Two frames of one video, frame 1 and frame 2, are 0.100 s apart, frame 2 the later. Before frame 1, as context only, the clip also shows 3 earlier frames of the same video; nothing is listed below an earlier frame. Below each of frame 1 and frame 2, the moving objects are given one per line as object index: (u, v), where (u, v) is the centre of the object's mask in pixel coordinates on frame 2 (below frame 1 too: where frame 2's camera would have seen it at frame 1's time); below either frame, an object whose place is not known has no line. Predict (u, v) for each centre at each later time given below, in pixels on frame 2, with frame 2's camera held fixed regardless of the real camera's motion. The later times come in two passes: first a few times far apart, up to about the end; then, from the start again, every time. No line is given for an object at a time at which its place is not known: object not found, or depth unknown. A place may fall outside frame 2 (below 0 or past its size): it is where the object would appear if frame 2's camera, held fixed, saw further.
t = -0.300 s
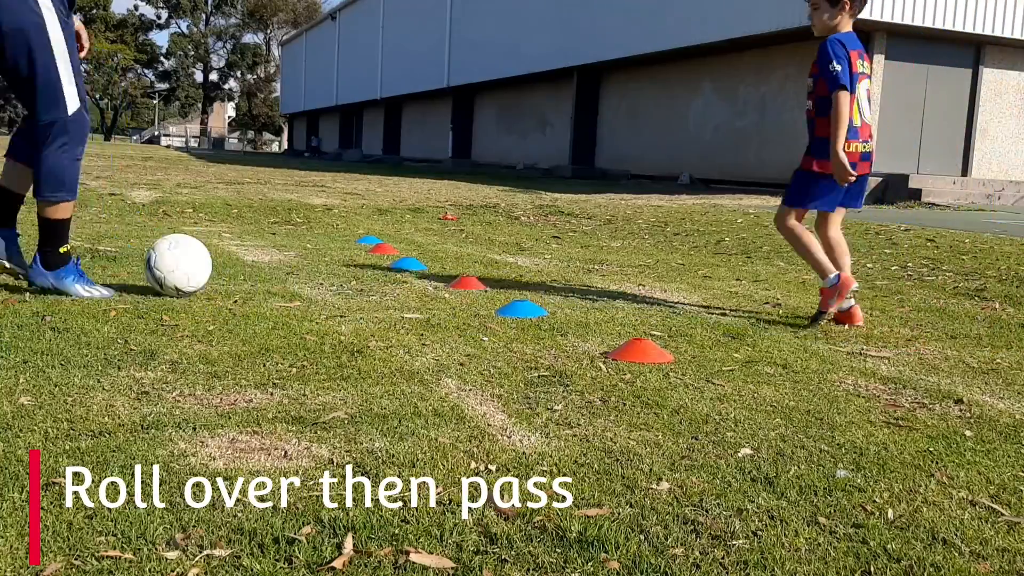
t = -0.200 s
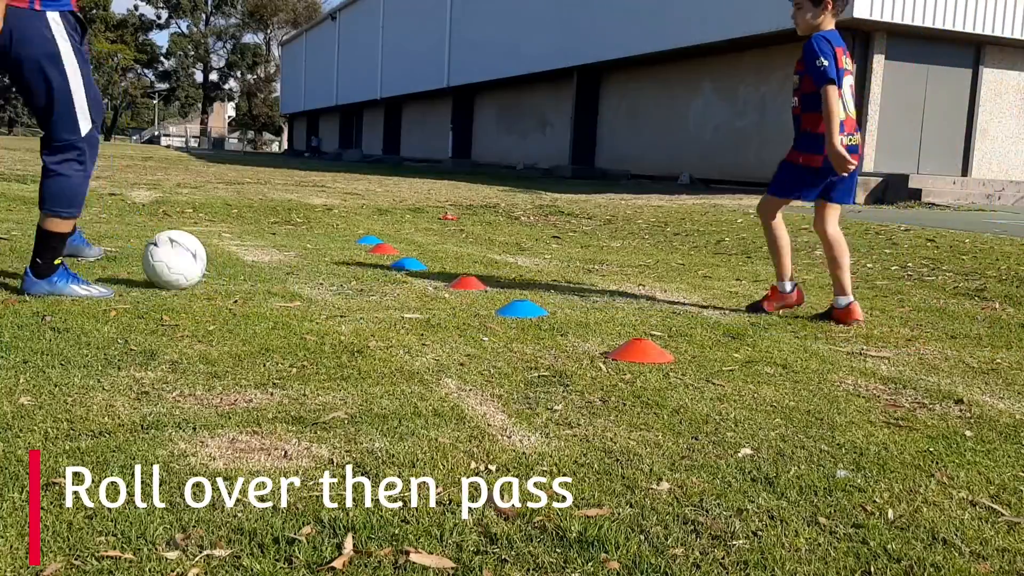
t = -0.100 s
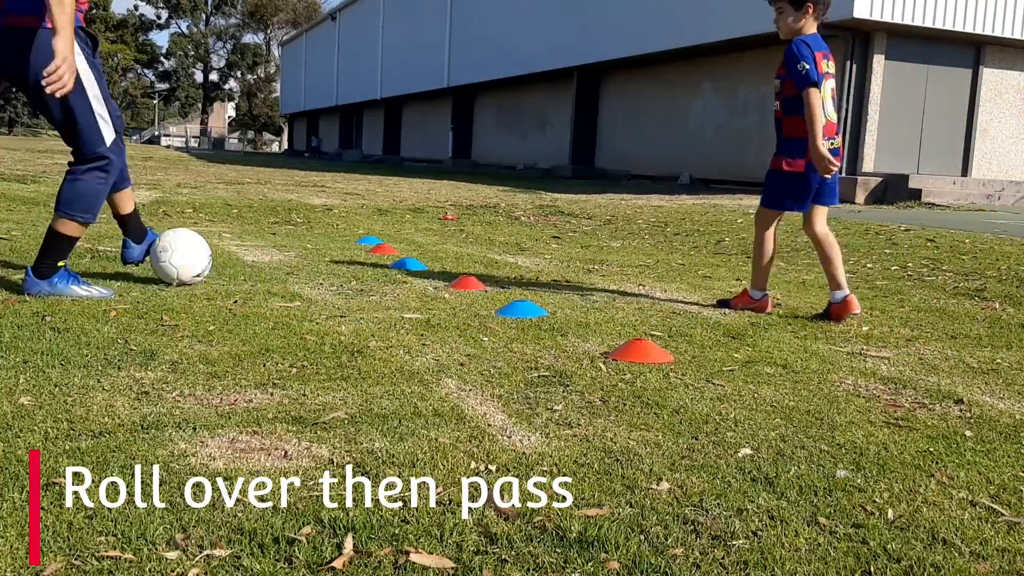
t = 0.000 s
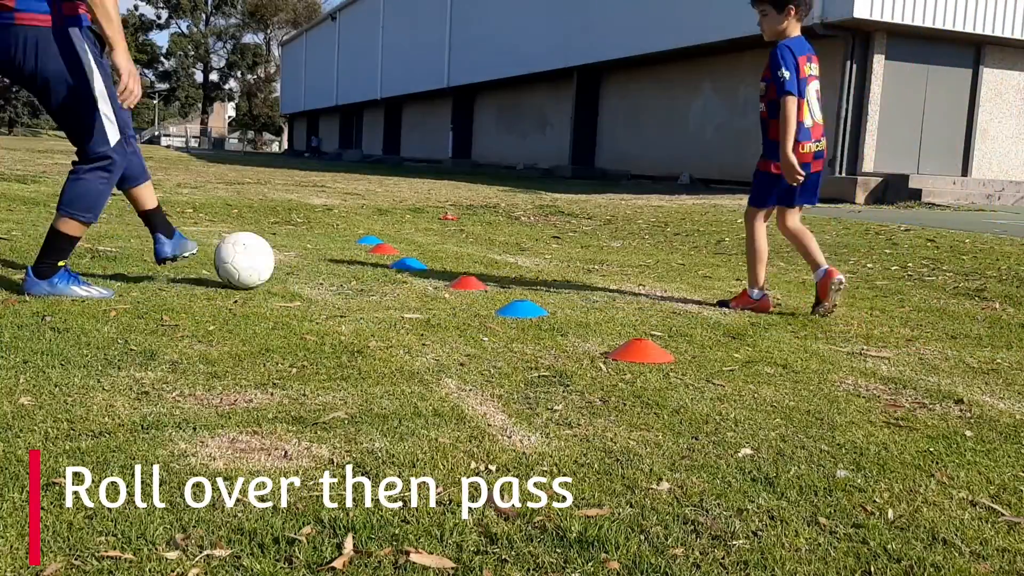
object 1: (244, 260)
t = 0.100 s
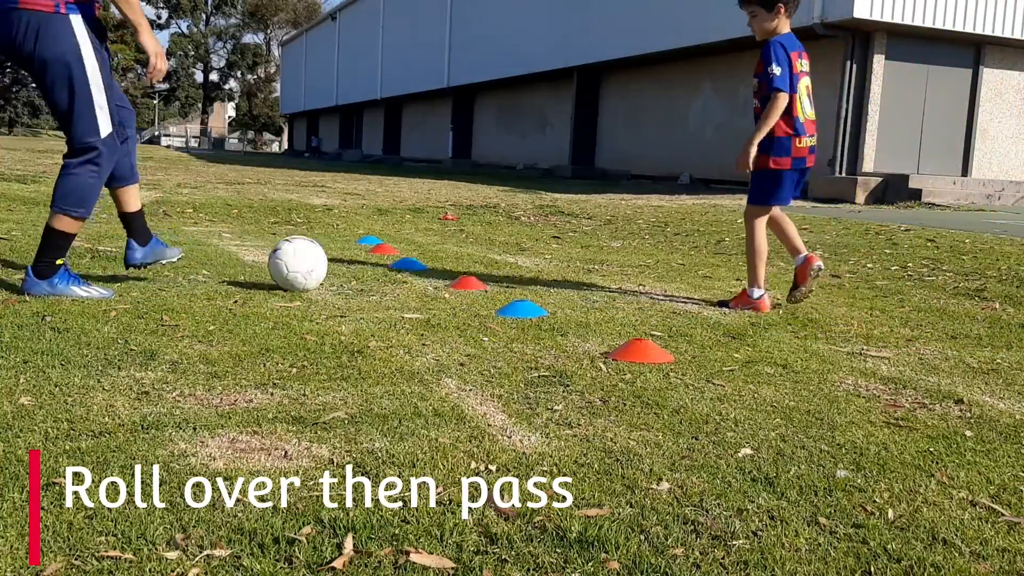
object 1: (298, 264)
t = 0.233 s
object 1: (366, 270)
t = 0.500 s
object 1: (488, 272)
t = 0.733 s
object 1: (583, 275)
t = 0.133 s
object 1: (315, 265)
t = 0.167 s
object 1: (332, 266)
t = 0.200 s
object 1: (349, 267)
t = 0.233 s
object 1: (366, 270)
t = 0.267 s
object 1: (382, 268)
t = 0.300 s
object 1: (398, 267)
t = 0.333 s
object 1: (415, 269)
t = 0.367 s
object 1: (430, 271)
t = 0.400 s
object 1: (445, 269)
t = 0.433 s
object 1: (459, 271)
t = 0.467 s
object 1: (473, 273)
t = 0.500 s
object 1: (488, 272)
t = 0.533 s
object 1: (502, 272)
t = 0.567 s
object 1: (516, 274)
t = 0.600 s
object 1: (530, 274)
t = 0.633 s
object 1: (543, 273)
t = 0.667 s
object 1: (556, 274)
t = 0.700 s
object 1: (569, 275)
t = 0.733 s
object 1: (583, 275)
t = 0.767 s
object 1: (596, 277)
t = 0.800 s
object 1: (609, 276)
